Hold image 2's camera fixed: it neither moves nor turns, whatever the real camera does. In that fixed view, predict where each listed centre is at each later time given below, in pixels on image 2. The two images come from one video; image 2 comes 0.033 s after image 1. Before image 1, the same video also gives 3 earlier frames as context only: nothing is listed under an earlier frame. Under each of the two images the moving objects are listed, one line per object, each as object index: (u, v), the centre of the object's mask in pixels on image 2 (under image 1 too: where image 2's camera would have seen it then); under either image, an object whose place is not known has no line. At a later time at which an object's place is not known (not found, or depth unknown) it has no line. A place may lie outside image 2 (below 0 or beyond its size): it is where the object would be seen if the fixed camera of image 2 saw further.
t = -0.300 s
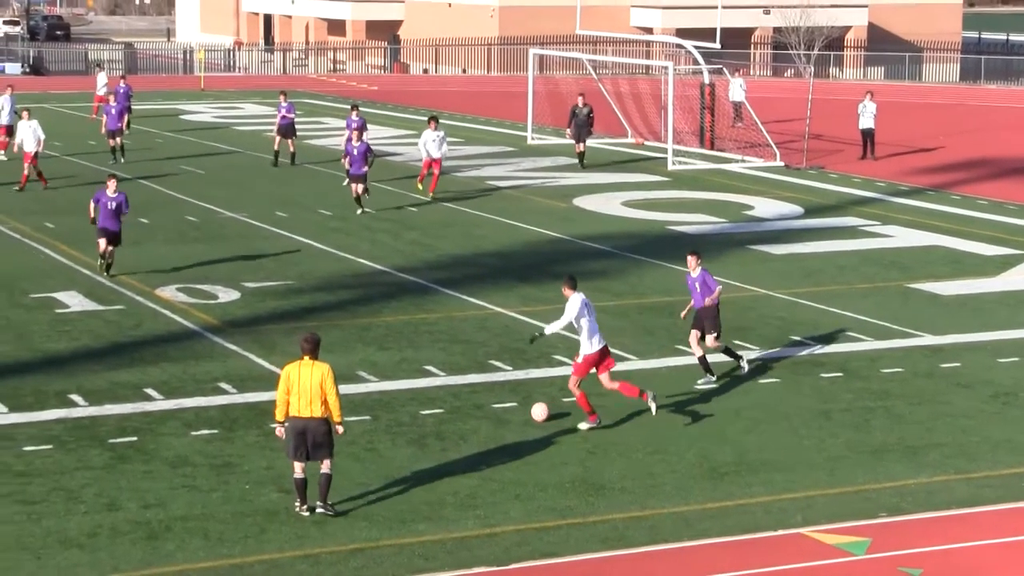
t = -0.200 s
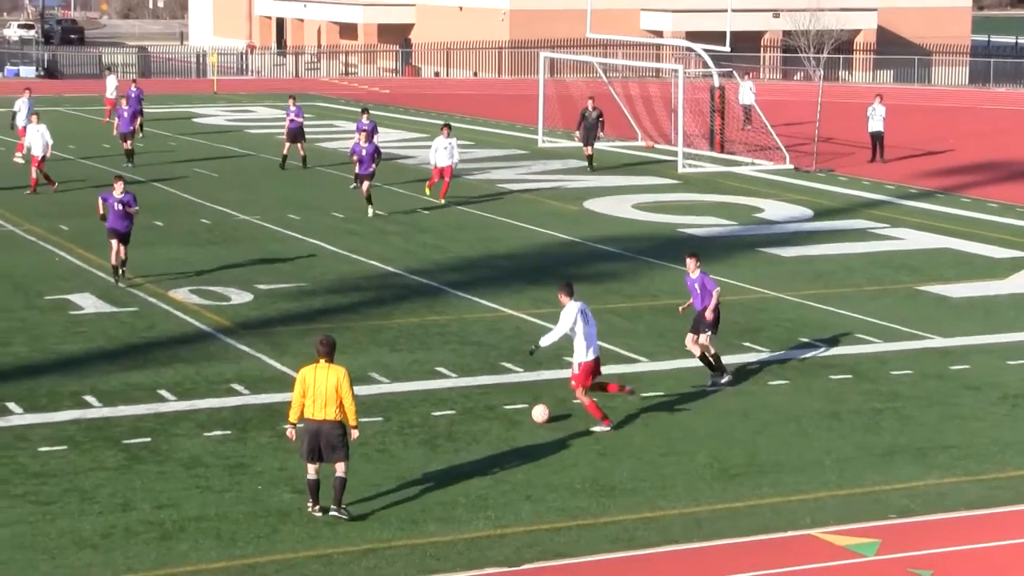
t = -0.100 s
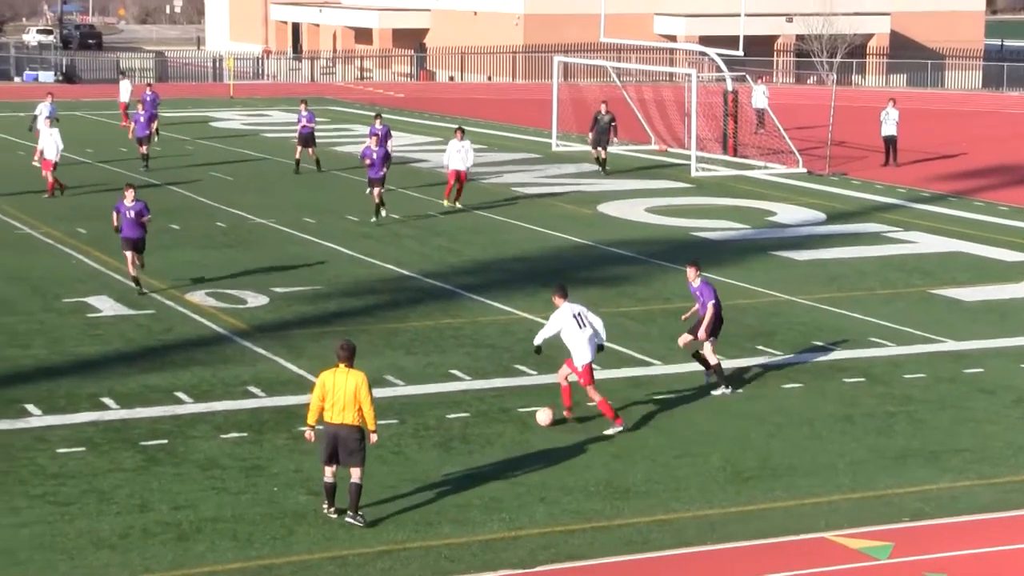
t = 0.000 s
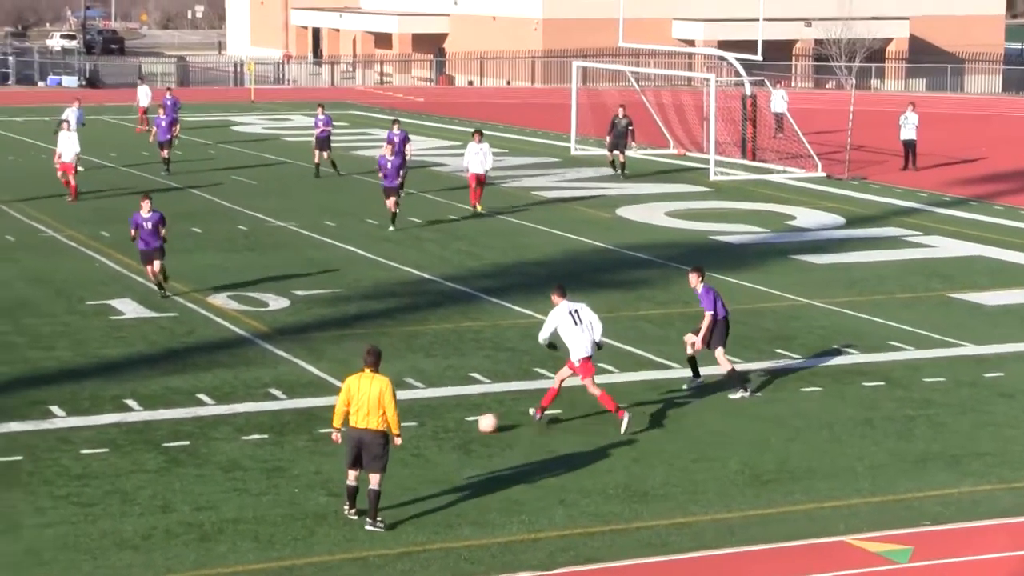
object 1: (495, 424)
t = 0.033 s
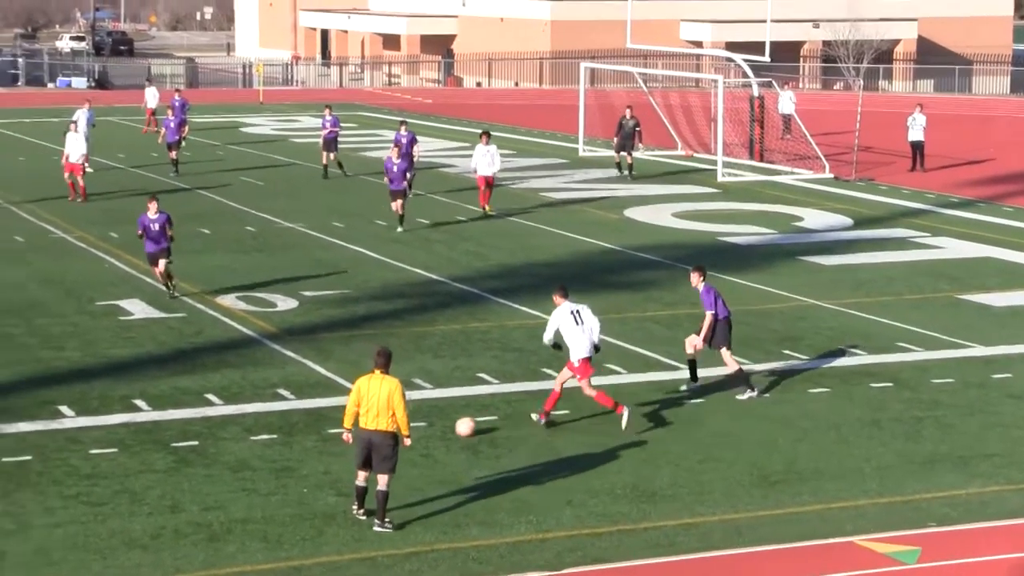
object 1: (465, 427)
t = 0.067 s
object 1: (435, 427)
